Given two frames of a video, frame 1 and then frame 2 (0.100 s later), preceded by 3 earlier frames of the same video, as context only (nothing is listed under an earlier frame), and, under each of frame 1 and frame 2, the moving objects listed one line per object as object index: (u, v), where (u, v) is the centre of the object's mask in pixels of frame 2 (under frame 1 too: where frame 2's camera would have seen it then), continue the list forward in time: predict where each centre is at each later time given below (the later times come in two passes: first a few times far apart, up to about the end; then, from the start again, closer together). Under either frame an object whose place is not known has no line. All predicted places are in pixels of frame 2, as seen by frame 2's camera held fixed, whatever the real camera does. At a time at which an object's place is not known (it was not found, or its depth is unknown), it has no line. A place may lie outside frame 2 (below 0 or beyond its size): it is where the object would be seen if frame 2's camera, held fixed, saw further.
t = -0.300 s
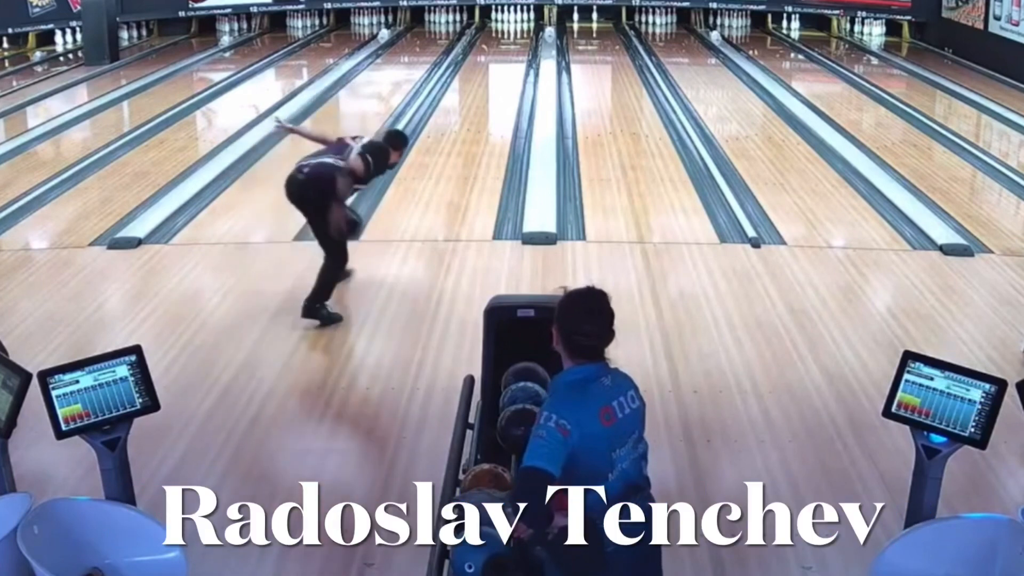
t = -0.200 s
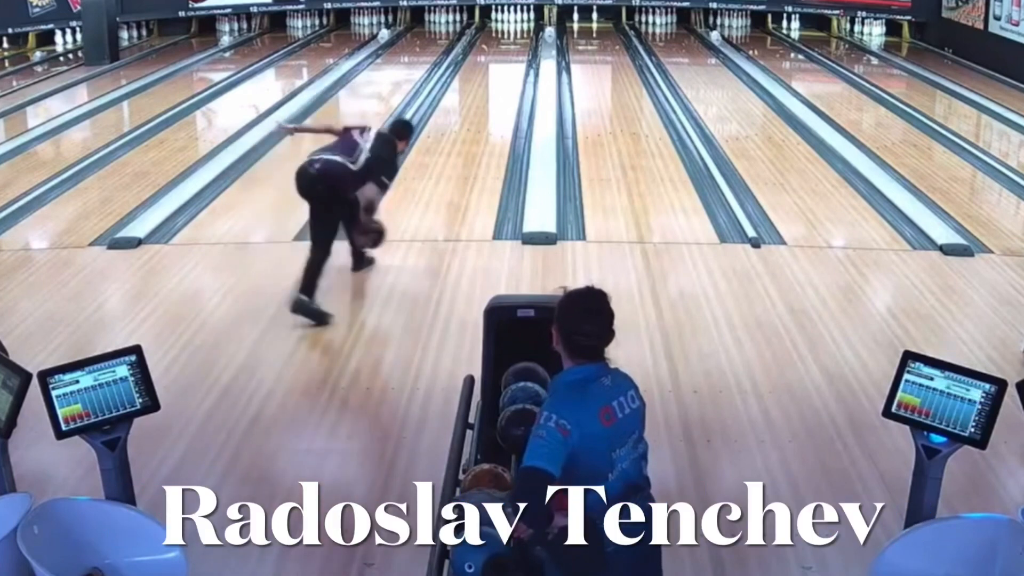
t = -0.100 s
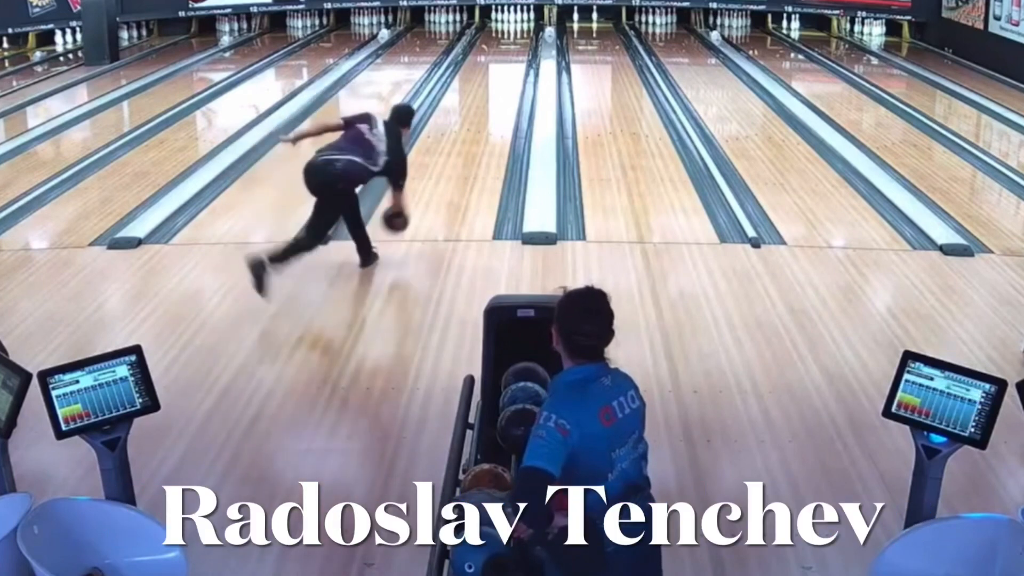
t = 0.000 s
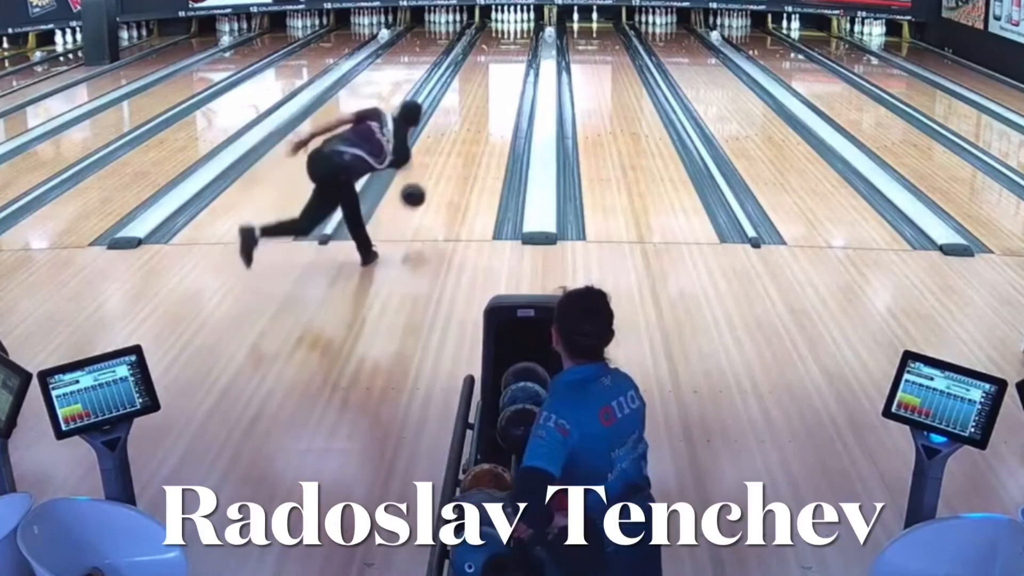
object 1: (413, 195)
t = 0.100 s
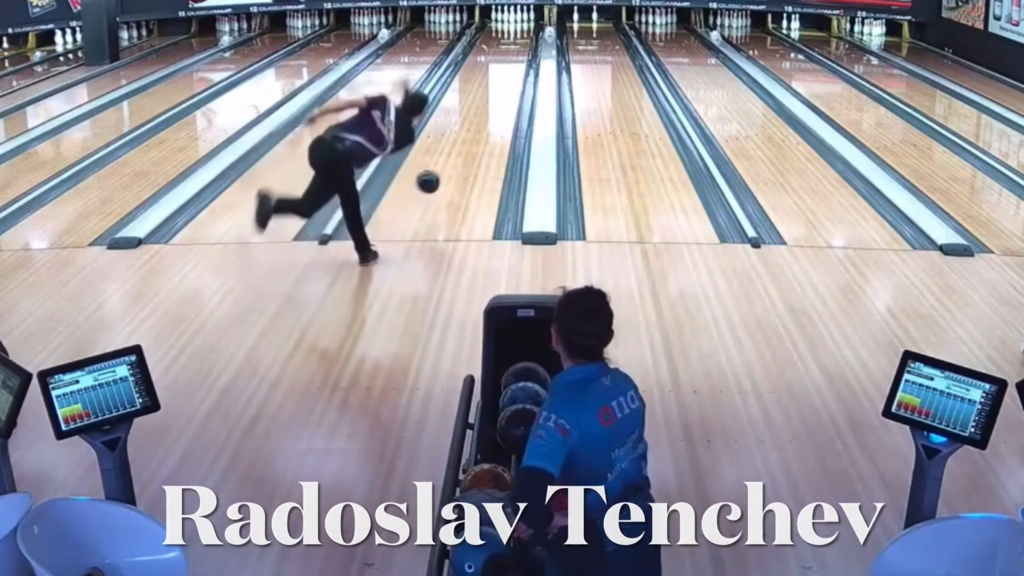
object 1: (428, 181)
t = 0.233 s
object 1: (445, 167)
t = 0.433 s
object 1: (465, 137)
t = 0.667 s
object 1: (482, 110)
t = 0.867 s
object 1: (494, 92)
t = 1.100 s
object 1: (505, 74)
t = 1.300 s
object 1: (512, 62)
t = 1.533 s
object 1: (518, 50)
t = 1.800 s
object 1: (521, 39)
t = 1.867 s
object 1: (521, 37)
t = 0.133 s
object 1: (432, 180)
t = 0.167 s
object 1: (437, 179)
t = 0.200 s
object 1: (441, 173)
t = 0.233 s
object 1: (445, 167)
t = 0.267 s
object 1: (449, 162)
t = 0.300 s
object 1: (452, 156)
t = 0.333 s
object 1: (456, 151)
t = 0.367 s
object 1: (459, 147)
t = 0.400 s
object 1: (462, 142)
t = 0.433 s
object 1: (465, 137)
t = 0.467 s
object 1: (468, 133)
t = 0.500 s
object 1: (470, 129)
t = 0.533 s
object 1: (473, 125)
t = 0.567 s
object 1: (475, 121)
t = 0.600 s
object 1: (478, 117)
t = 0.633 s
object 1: (480, 114)
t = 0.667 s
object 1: (482, 110)
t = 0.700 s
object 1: (484, 107)
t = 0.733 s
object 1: (486, 103)
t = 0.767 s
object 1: (488, 100)
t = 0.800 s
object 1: (490, 97)
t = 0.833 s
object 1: (492, 95)
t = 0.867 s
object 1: (494, 92)
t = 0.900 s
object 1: (496, 89)
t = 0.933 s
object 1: (497, 86)
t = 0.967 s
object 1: (499, 84)
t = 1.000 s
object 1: (500, 81)
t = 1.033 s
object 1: (502, 79)
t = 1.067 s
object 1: (503, 76)
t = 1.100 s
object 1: (505, 74)
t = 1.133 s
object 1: (506, 72)
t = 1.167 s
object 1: (507, 69)
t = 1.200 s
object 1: (508, 68)
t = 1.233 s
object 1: (510, 65)
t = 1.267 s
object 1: (511, 63)
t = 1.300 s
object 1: (512, 62)
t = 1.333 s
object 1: (513, 60)
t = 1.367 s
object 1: (514, 58)
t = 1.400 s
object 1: (515, 57)
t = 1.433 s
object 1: (516, 54)
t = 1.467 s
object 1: (516, 53)
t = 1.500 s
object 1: (517, 51)
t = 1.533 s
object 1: (518, 50)
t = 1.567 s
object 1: (518, 49)
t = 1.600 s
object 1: (519, 47)
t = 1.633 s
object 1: (519, 46)
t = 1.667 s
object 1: (519, 44)
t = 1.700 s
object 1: (520, 43)
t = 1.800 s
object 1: (521, 39)
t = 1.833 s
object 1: (521, 38)
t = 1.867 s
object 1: (521, 37)
